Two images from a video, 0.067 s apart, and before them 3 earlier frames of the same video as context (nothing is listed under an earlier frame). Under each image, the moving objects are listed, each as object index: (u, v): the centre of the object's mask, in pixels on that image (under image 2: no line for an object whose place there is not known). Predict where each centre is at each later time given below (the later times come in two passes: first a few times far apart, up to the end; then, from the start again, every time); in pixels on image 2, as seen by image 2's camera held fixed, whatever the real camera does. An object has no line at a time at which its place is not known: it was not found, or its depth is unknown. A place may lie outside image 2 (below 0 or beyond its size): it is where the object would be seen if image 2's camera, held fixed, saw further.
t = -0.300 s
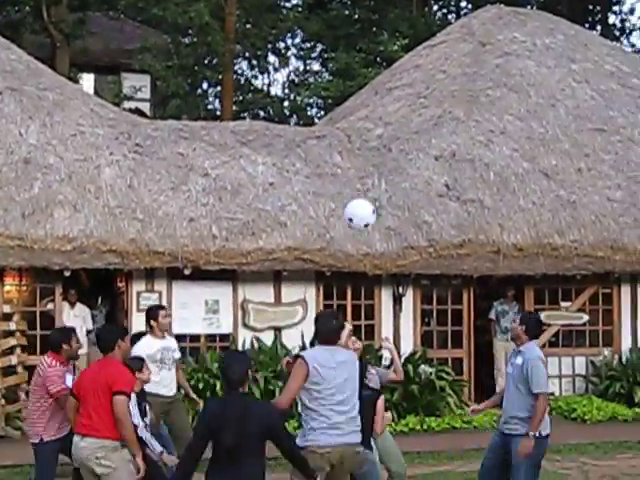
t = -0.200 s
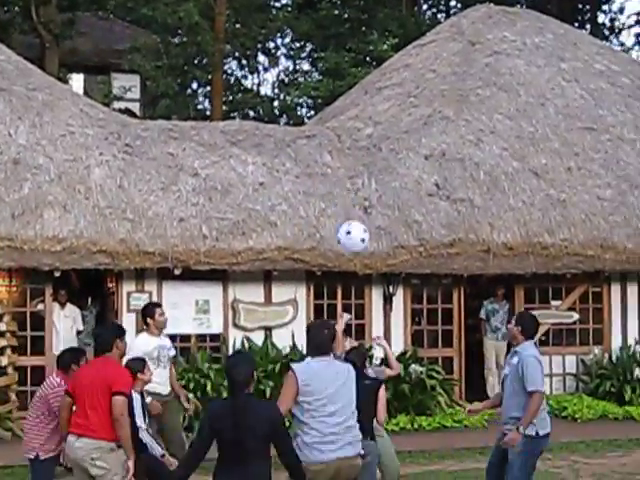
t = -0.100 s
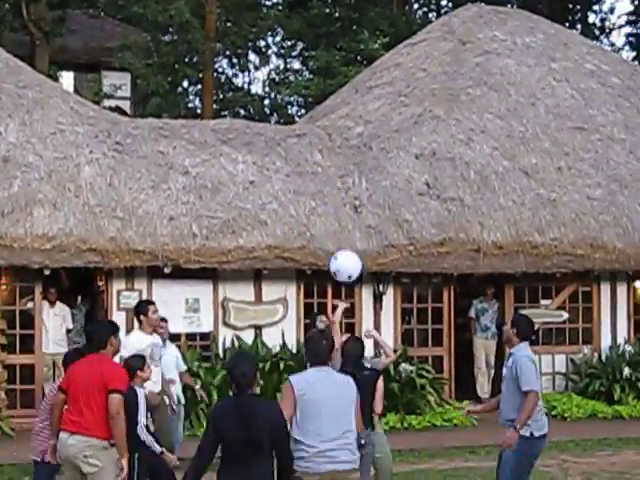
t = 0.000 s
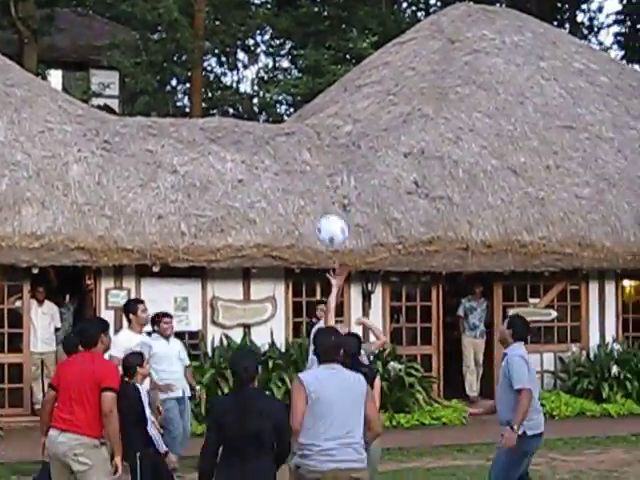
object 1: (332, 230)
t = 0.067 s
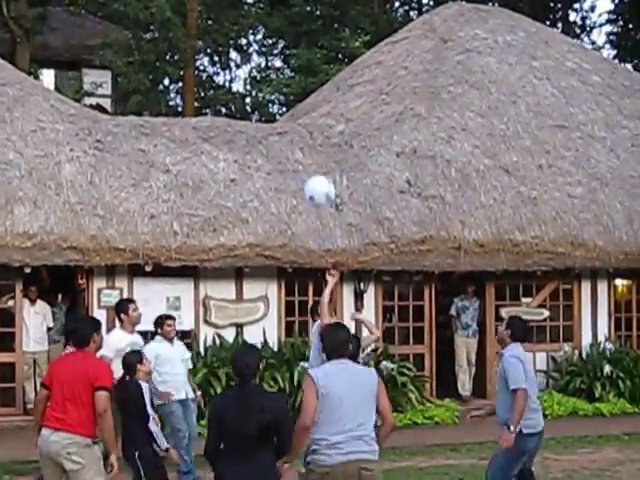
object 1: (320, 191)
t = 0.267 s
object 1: (298, 105)
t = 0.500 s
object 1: (273, 60)
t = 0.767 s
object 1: (246, 63)
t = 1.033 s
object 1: (224, 119)
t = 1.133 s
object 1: (218, 153)
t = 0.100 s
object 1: (316, 172)
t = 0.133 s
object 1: (312, 155)
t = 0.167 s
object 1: (309, 141)
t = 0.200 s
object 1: (306, 127)
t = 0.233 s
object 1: (302, 115)
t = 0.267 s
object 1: (298, 105)
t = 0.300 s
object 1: (294, 95)
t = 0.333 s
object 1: (291, 88)
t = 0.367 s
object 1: (288, 81)
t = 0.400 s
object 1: (284, 74)
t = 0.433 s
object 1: (280, 68)
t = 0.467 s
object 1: (276, 64)
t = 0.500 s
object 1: (273, 60)
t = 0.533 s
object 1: (270, 58)
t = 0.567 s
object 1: (265, 56)
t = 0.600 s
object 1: (262, 55)
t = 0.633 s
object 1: (259, 55)
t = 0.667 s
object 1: (256, 56)
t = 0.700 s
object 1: (252, 58)
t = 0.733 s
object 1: (249, 60)
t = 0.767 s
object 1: (246, 63)
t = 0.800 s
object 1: (244, 68)
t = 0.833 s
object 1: (241, 72)
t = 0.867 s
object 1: (238, 80)
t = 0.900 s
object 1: (235, 84)
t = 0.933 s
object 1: (233, 95)
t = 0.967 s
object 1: (229, 102)
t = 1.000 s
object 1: (227, 111)
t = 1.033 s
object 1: (224, 119)
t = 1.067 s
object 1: (222, 130)
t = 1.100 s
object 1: (220, 142)
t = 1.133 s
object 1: (218, 153)
